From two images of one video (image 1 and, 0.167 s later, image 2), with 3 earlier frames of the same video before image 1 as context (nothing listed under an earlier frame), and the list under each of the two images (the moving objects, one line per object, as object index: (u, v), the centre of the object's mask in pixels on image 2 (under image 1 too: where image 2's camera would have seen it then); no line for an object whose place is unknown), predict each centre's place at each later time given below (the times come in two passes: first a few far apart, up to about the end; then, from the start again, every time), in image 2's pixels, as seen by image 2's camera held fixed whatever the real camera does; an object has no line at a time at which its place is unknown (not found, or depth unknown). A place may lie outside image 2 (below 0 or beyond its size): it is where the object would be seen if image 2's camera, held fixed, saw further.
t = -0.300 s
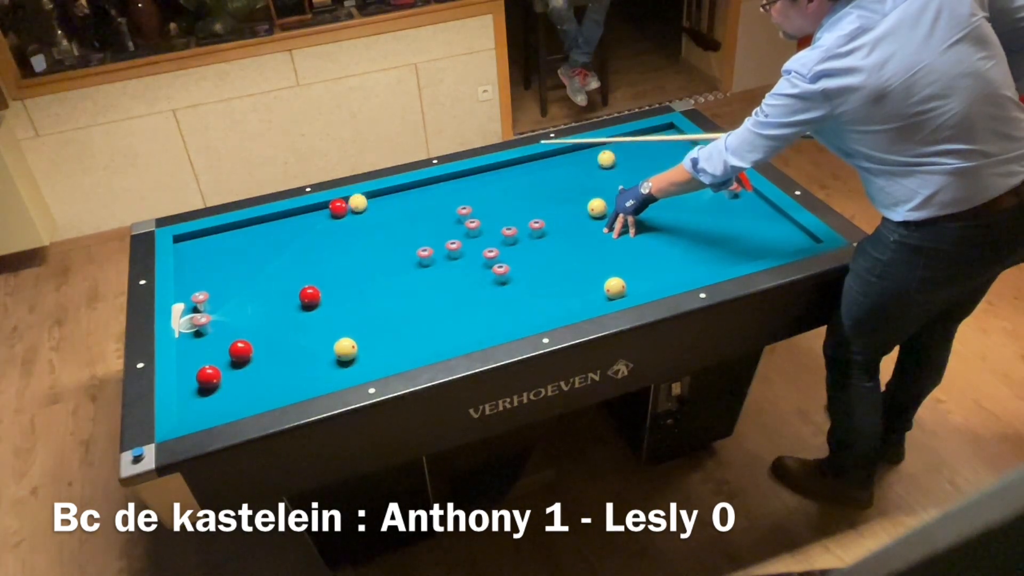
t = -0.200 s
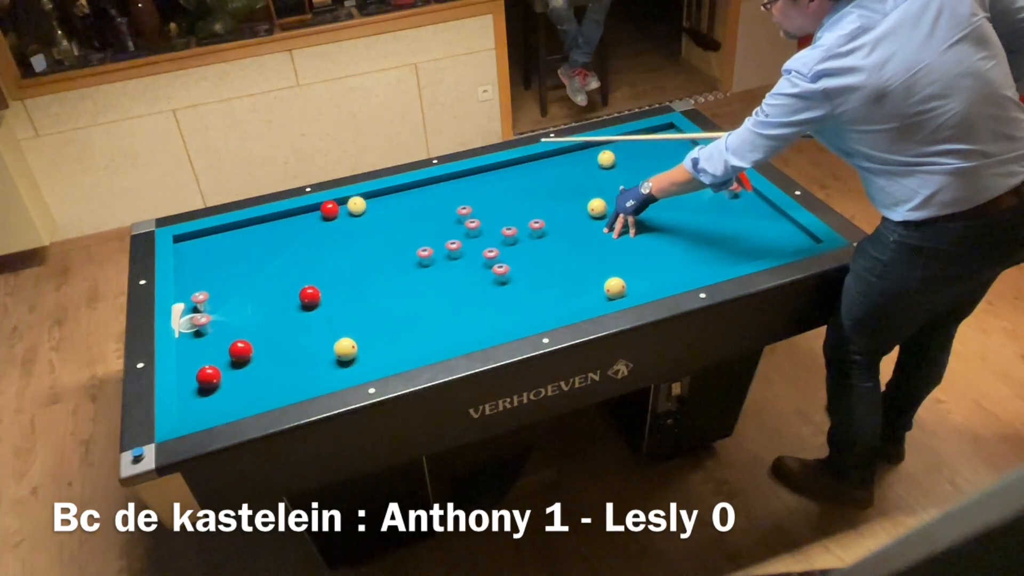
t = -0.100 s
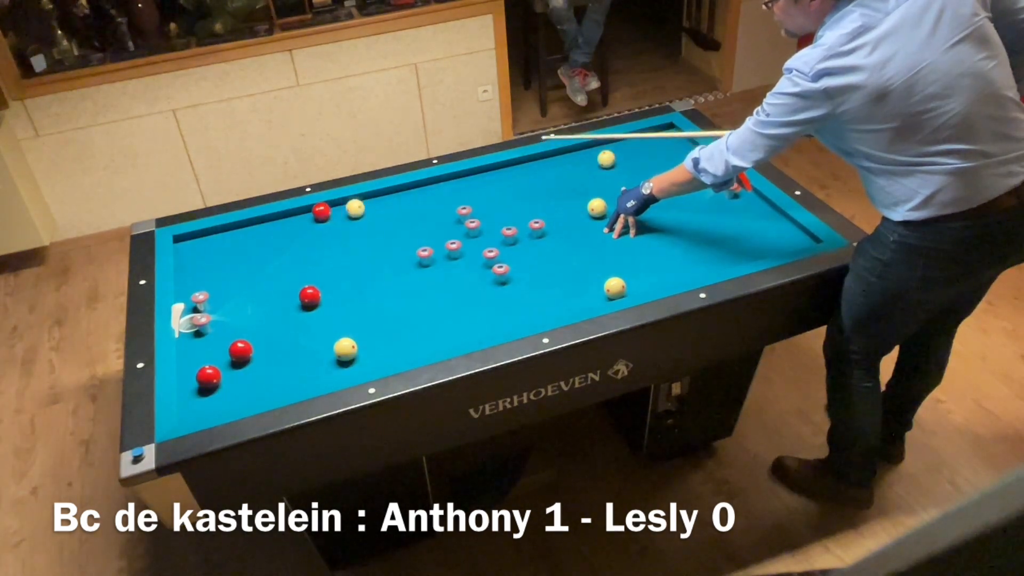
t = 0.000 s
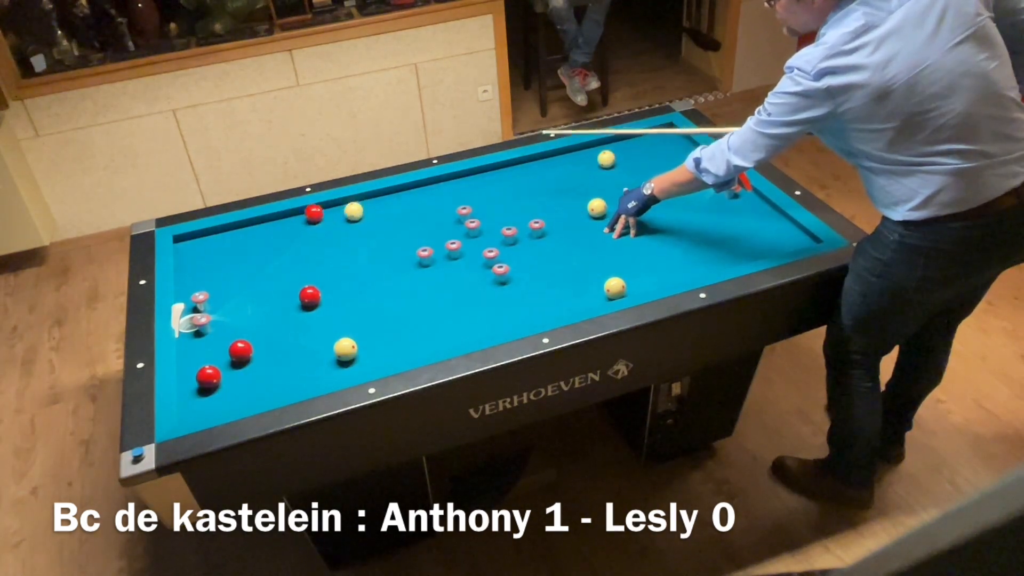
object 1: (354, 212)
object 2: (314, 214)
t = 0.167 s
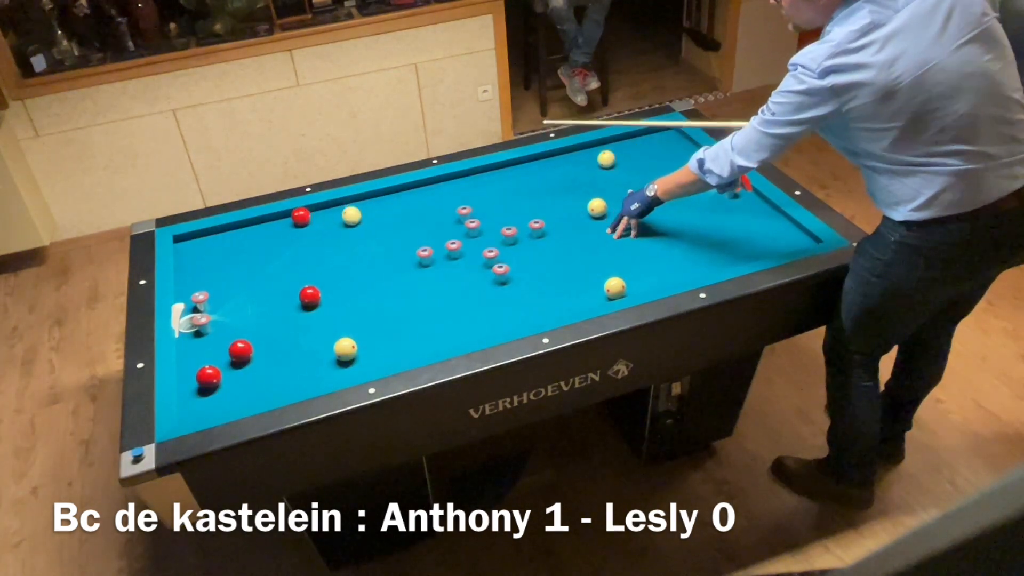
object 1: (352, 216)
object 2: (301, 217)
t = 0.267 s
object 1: (350, 219)
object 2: (294, 218)
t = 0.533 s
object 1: (347, 225)
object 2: (274, 224)
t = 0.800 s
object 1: (343, 232)
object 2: (256, 228)
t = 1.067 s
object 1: (340, 238)
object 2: (238, 233)
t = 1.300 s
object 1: (338, 242)
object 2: (223, 237)
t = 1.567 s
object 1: (335, 247)
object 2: (208, 241)
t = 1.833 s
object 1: (332, 251)
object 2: (192, 246)
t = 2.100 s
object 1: (330, 255)
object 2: (186, 248)
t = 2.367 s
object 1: (328, 258)
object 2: (194, 245)
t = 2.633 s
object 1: (327, 260)
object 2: (201, 245)
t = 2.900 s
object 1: (326, 262)
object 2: (206, 243)
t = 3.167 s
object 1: (326, 264)
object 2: (211, 241)
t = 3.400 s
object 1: (325, 264)
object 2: (214, 241)
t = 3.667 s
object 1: (325, 264)
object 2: (217, 240)
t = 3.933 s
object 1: (325, 264)
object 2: (218, 240)
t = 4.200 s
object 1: (325, 264)
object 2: (218, 240)
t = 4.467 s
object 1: (325, 264)
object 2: (218, 240)
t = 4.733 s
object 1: (325, 264)
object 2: (218, 240)
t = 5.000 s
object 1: (325, 264)
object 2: (218, 240)
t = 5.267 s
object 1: (325, 264)
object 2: (218, 240)
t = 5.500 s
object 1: (325, 264)
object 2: (218, 240)
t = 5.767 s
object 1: (325, 264)
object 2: (218, 240)
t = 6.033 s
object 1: (325, 264)
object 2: (218, 240)
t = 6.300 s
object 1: (325, 264)
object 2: (218, 240)
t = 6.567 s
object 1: (325, 264)
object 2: (218, 240)
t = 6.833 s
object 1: (325, 264)
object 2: (218, 240)
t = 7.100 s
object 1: (325, 264)
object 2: (218, 240)
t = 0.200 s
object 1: (351, 217)
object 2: (299, 218)
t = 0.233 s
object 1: (351, 218)
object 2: (296, 218)
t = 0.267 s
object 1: (350, 219)
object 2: (294, 218)
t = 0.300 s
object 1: (350, 220)
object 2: (291, 219)
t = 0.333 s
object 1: (349, 220)
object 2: (289, 220)
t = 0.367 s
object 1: (349, 221)
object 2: (286, 220)
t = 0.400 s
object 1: (348, 222)
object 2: (284, 221)
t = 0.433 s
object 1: (348, 223)
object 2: (281, 222)
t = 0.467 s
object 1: (347, 224)
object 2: (279, 222)
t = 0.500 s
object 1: (347, 225)
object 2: (277, 223)
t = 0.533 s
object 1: (347, 225)
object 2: (274, 224)
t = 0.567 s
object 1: (346, 226)
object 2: (272, 224)
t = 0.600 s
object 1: (346, 227)
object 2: (270, 225)
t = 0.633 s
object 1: (346, 228)
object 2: (267, 225)
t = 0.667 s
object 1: (345, 229)
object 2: (265, 226)
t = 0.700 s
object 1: (345, 230)
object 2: (263, 227)
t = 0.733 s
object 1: (344, 230)
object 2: (260, 227)
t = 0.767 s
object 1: (344, 231)
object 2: (258, 228)
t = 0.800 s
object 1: (343, 232)
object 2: (256, 228)
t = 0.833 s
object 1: (343, 232)
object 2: (253, 229)
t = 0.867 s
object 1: (343, 233)
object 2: (251, 229)
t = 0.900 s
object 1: (342, 234)
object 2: (249, 230)
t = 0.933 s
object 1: (342, 235)
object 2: (247, 230)
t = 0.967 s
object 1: (341, 235)
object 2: (245, 231)
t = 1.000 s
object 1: (341, 236)
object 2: (243, 232)
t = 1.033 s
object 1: (341, 237)
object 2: (240, 233)
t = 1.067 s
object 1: (340, 238)
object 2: (238, 233)
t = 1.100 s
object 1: (340, 238)
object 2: (236, 234)
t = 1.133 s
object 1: (339, 239)
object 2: (234, 234)
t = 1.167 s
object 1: (339, 240)
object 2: (232, 234)
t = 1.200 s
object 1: (339, 240)
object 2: (230, 235)
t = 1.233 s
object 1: (338, 241)
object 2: (228, 236)
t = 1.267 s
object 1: (338, 242)
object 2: (226, 236)
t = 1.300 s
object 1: (338, 242)
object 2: (223, 237)
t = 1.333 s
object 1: (337, 243)
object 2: (221, 238)
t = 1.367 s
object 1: (337, 243)
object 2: (219, 238)
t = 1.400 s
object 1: (337, 244)
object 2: (217, 239)
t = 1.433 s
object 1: (336, 244)
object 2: (215, 239)
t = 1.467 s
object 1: (336, 245)
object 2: (213, 240)
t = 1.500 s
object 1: (336, 246)
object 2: (211, 241)
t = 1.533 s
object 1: (335, 246)
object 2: (210, 241)
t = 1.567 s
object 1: (335, 247)
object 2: (208, 241)
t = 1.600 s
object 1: (335, 247)
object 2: (205, 242)
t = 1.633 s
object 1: (334, 248)
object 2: (204, 243)
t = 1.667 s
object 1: (334, 248)
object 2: (202, 243)
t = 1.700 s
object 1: (333, 249)
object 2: (200, 244)
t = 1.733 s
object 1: (333, 249)
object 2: (198, 244)
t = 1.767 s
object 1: (333, 250)
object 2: (196, 245)
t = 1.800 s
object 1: (333, 250)
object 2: (194, 245)
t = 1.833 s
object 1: (332, 251)
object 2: (192, 246)
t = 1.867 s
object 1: (332, 252)
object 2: (190, 246)
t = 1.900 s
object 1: (332, 252)
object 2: (189, 247)
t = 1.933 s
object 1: (331, 253)
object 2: (187, 247)
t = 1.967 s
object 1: (331, 253)
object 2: (185, 248)
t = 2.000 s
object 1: (331, 253)
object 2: (184, 248)
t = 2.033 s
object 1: (331, 254)
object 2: (184, 248)
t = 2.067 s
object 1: (330, 254)
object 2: (185, 248)
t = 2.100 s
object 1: (330, 255)
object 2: (186, 248)
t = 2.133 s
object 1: (330, 255)
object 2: (187, 247)
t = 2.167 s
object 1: (330, 256)
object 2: (188, 247)
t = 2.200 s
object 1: (329, 256)
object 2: (189, 246)
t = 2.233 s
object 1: (329, 256)
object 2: (191, 246)
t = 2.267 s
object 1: (329, 257)
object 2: (191, 246)
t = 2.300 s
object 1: (329, 257)
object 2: (192, 246)
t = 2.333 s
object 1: (328, 258)
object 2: (193, 246)
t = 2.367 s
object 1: (328, 258)
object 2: (194, 245)
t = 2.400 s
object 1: (328, 258)
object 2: (195, 245)
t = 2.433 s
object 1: (328, 259)
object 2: (196, 245)
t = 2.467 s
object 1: (327, 259)
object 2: (197, 245)
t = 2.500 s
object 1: (327, 259)
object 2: (197, 245)
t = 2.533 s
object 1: (327, 260)
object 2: (198, 245)
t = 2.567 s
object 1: (327, 260)
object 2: (199, 245)
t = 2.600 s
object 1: (327, 260)
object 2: (200, 245)
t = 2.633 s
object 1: (327, 260)
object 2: (201, 245)
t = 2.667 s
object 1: (327, 261)
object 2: (201, 244)
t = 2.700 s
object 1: (327, 261)
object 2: (202, 244)
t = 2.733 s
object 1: (327, 261)
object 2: (203, 244)
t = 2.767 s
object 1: (326, 262)
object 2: (204, 243)
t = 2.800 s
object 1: (326, 262)
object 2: (205, 243)
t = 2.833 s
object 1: (326, 262)
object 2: (205, 243)
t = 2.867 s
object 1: (326, 262)
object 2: (206, 243)
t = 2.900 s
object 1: (326, 262)
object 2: (206, 243)
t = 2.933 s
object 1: (326, 262)
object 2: (207, 242)
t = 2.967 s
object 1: (326, 263)
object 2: (208, 242)
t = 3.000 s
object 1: (326, 263)
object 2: (208, 242)
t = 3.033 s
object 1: (326, 263)
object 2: (209, 242)
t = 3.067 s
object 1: (326, 263)
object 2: (210, 242)
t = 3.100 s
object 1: (326, 264)
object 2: (210, 242)
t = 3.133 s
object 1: (326, 264)
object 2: (211, 242)
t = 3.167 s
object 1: (326, 264)
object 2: (211, 241)
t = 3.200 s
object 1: (326, 264)
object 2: (212, 241)
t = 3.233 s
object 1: (326, 264)
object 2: (212, 241)
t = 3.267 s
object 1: (326, 264)
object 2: (212, 241)
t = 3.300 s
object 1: (326, 264)
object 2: (213, 241)
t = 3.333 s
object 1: (325, 264)
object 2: (213, 241)
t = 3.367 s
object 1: (325, 264)
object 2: (213, 241)
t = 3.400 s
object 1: (325, 264)
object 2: (214, 241)
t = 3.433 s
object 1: (325, 264)
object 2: (214, 241)
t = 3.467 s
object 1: (325, 264)
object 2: (215, 241)
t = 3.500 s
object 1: (325, 264)
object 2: (215, 241)
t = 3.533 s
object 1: (325, 264)
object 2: (215, 241)
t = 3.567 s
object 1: (325, 264)
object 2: (216, 241)
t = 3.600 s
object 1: (325, 264)
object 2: (216, 241)
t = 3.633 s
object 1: (325, 264)
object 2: (216, 240)
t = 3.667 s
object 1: (325, 264)
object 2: (217, 240)
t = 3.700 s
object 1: (325, 264)
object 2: (217, 240)
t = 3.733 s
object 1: (325, 264)
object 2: (217, 240)
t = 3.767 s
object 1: (325, 264)
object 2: (217, 240)
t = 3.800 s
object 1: (325, 264)
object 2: (217, 240)
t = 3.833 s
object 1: (325, 264)
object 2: (218, 240)
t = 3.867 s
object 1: (325, 264)
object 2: (218, 240)
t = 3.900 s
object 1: (325, 264)
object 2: (218, 240)
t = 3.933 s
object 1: (325, 264)
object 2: (218, 240)
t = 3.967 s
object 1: (325, 264)
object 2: (218, 240)
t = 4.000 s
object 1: (325, 264)
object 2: (218, 240)
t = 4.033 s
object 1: (325, 264)
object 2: (218, 240)
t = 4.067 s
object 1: (325, 264)
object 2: (218, 240)
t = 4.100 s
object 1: (325, 264)
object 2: (218, 240)
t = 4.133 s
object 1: (325, 264)
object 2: (218, 240)
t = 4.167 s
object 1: (325, 264)
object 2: (218, 240)
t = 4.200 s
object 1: (325, 264)
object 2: (218, 240)
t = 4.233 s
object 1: (325, 264)
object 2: (218, 240)
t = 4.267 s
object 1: (325, 264)
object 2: (218, 240)
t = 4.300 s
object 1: (325, 264)
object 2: (218, 240)
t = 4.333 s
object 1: (325, 264)
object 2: (218, 240)
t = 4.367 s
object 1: (325, 264)
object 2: (218, 240)
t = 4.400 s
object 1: (325, 264)
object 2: (218, 240)
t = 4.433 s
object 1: (325, 264)
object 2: (218, 240)
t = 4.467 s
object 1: (325, 264)
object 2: (218, 240)
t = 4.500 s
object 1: (325, 264)
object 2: (218, 240)
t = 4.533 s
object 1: (325, 264)
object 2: (218, 240)
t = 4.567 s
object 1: (325, 264)
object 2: (218, 240)
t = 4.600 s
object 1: (325, 264)
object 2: (218, 240)
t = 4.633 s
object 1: (325, 264)
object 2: (218, 240)
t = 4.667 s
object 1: (325, 264)
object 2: (218, 240)
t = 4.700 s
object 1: (325, 264)
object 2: (218, 240)
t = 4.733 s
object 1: (325, 264)
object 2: (218, 240)
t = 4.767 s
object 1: (325, 264)
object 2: (218, 240)
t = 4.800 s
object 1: (325, 264)
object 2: (218, 240)
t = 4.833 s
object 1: (325, 264)
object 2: (218, 240)
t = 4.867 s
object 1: (325, 264)
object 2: (218, 240)
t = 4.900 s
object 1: (325, 264)
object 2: (218, 240)
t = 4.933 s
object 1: (325, 264)
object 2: (218, 240)
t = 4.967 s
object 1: (325, 264)
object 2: (218, 240)
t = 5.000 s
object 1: (325, 264)
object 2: (218, 240)
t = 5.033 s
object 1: (325, 264)
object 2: (218, 240)
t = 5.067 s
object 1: (325, 264)
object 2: (218, 240)
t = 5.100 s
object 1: (325, 264)
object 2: (218, 240)
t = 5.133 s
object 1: (325, 264)
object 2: (218, 240)
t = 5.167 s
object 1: (325, 264)
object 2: (218, 240)
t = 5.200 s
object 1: (325, 264)
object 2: (218, 240)
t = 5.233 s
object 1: (325, 264)
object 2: (218, 240)
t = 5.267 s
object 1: (325, 264)
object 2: (218, 240)
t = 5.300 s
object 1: (325, 264)
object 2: (218, 240)
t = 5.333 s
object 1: (325, 264)
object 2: (218, 240)
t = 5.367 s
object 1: (325, 264)
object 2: (218, 240)
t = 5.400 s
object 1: (325, 264)
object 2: (218, 240)
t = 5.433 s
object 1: (325, 264)
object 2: (218, 240)
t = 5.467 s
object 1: (325, 264)
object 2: (218, 240)
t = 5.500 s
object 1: (325, 264)
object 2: (218, 240)
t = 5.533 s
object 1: (325, 264)
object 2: (218, 240)
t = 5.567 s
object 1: (325, 264)
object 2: (218, 240)
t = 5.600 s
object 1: (325, 264)
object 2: (218, 240)
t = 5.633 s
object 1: (325, 264)
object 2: (218, 240)
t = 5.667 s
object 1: (325, 264)
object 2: (218, 240)
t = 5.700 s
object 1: (325, 264)
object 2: (218, 240)
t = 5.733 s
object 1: (325, 264)
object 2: (218, 240)
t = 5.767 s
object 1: (325, 264)
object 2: (218, 240)
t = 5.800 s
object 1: (325, 264)
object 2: (218, 240)
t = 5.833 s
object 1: (325, 264)
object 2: (218, 240)
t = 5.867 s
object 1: (325, 264)
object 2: (218, 240)
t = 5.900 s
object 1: (325, 264)
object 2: (218, 240)
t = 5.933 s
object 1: (325, 264)
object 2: (218, 240)
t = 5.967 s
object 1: (325, 264)
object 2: (218, 240)
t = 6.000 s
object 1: (325, 264)
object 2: (218, 240)
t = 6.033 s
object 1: (325, 264)
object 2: (218, 240)
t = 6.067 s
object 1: (325, 264)
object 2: (218, 240)
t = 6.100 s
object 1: (325, 264)
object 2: (218, 240)
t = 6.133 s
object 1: (325, 264)
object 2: (218, 240)
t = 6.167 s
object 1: (325, 264)
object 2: (218, 240)
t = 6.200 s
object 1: (325, 264)
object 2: (218, 240)
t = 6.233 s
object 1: (325, 264)
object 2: (218, 240)
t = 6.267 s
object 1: (325, 264)
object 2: (218, 240)
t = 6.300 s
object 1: (325, 264)
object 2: (218, 240)
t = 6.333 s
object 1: (325, 264)
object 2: (218, 240)
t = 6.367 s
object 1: (325, 264)
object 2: (218, 240)
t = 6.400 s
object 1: (325, 264)
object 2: (218, 240)
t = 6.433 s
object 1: (325, 264)
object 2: (218, 240)
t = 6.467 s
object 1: (325, 264)
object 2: (218, 240)
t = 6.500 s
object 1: (325, 264)
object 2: (218, 240)
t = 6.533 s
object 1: (325, 264)
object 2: (218, 240)
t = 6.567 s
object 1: (325, 264)
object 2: (218, 240)
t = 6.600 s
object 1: (325, 264)
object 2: (218, 240)
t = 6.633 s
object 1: (325, 264)
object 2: (218, 240)
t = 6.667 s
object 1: (325, 264)
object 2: (218, 240)
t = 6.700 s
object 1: (325, 264)
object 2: (218, 240)
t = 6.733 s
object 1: (325, 264)
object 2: (218, 240)
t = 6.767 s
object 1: (325, 264)
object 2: (218, 240)
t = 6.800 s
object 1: (325, 264)
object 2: (218, 240)
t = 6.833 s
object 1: (325, 264)
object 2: (218, 240)
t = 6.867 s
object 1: (325, 264)
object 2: (218, 240)
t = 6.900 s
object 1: (325, 264)
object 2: (218, 240)
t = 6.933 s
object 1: (325, 264)
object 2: (218, 240)
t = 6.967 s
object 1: (325, 264)
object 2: (218, 240)
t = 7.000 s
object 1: (325, 264)
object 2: (218, 240)
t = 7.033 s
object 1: (325, 264)
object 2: (218, 240)
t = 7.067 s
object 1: (325, 264)
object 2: (218, 240)
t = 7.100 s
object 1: (325, 264)
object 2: (218, 240)
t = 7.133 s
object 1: (325, 264)
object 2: (218, 240)
